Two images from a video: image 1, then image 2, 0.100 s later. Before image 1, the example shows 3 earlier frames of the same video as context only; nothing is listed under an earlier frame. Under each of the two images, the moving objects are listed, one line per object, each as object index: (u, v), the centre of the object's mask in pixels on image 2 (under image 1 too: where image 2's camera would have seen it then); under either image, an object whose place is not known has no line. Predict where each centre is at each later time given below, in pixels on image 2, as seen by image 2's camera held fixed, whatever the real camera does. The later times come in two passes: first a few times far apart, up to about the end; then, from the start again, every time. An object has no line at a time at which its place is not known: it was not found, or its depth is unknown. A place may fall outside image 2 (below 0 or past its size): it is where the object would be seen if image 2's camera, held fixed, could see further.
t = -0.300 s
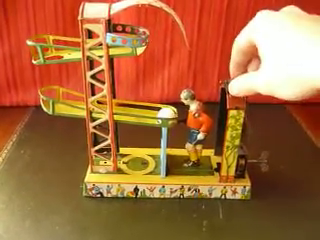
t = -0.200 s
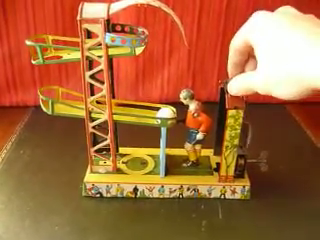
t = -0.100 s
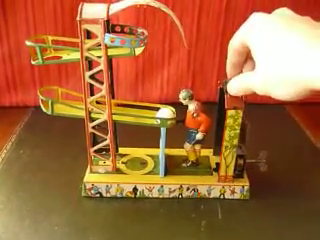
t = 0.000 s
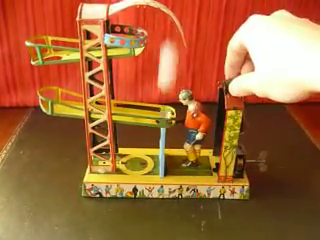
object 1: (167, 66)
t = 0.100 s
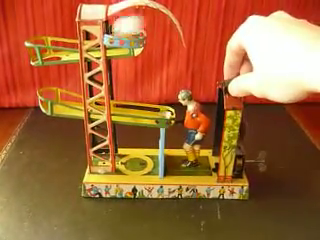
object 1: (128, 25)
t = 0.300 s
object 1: (89, 39)
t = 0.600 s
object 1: (49, 60)
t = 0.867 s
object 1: (80, 95)
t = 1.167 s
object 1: (127, 106)
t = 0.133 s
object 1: (114, 29)
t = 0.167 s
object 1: (92, 38)
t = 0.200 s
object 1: (91, 38)
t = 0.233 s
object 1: (91, 38)
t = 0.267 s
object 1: (91, 39)
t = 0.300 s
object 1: (89, 39)
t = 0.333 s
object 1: (88, 39)
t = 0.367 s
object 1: (78, 41)
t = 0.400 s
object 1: (73, 43)
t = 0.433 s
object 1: (70, 43)
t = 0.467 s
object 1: (65, 48)
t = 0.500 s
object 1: (58, 49)
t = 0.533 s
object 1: (52, 51)
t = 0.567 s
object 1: (49, 52)
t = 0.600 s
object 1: (49, 60)
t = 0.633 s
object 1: (53, 70)
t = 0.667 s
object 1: (58, 85)
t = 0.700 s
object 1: (67, 90)
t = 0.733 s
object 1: (74, 89)
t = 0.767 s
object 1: (73, 91)
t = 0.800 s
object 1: (73, 94)
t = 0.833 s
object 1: (75, 92)
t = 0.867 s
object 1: (80, 95)
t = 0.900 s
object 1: (80, 102)
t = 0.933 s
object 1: (95, 99)
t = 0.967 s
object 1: (98, 104)
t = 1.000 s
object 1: (99, 104)
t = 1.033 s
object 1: (105, 105)
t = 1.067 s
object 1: (112, 106)
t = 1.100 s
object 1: (118, 106)
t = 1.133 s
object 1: (122, 106)
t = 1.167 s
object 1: (127, 106)
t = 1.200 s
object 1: (132, 107)
